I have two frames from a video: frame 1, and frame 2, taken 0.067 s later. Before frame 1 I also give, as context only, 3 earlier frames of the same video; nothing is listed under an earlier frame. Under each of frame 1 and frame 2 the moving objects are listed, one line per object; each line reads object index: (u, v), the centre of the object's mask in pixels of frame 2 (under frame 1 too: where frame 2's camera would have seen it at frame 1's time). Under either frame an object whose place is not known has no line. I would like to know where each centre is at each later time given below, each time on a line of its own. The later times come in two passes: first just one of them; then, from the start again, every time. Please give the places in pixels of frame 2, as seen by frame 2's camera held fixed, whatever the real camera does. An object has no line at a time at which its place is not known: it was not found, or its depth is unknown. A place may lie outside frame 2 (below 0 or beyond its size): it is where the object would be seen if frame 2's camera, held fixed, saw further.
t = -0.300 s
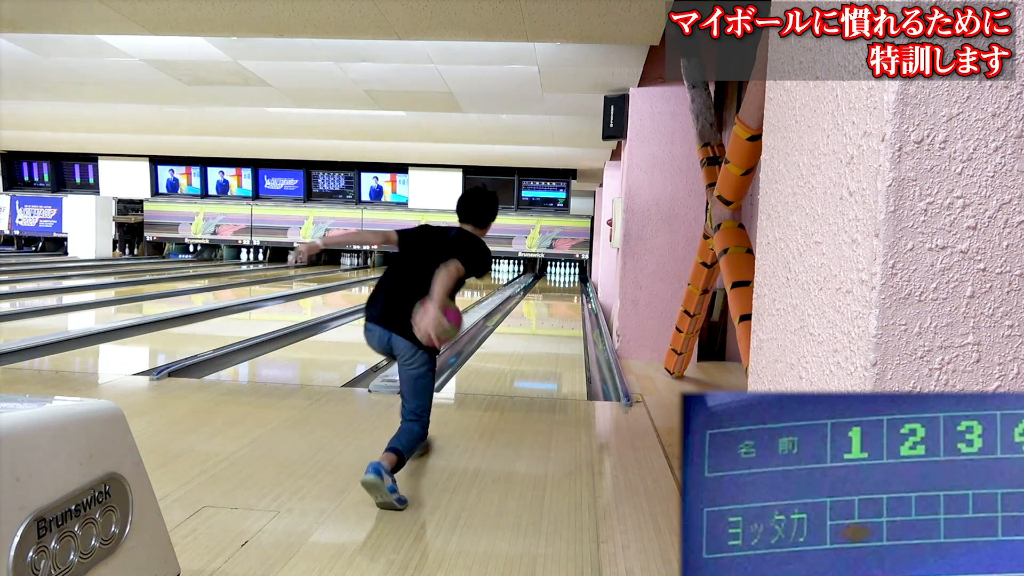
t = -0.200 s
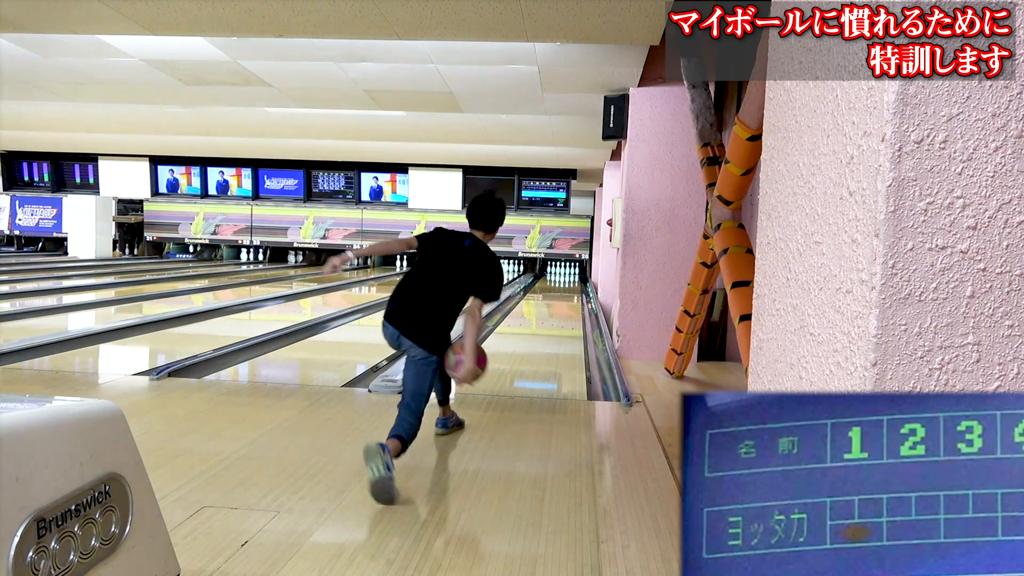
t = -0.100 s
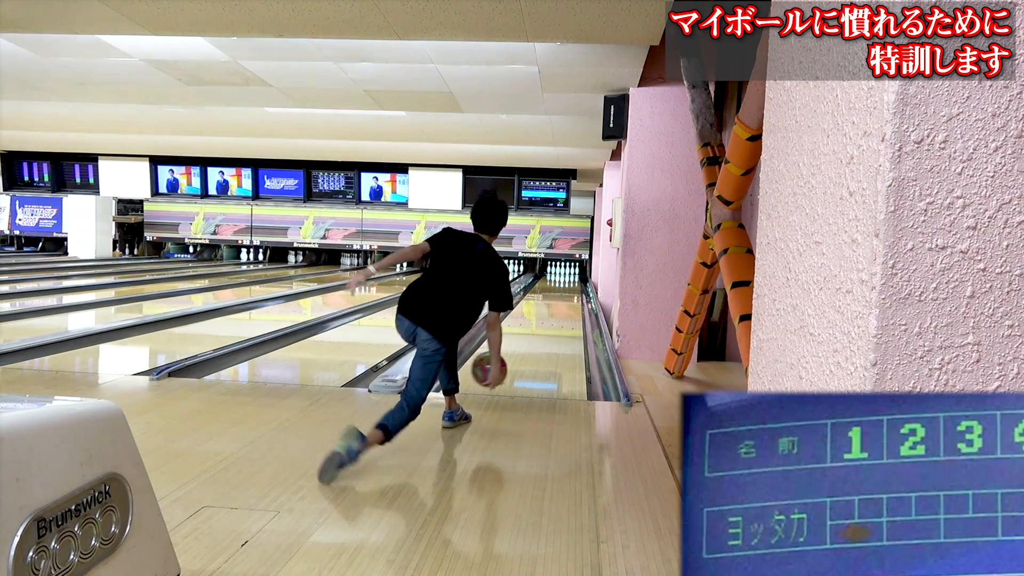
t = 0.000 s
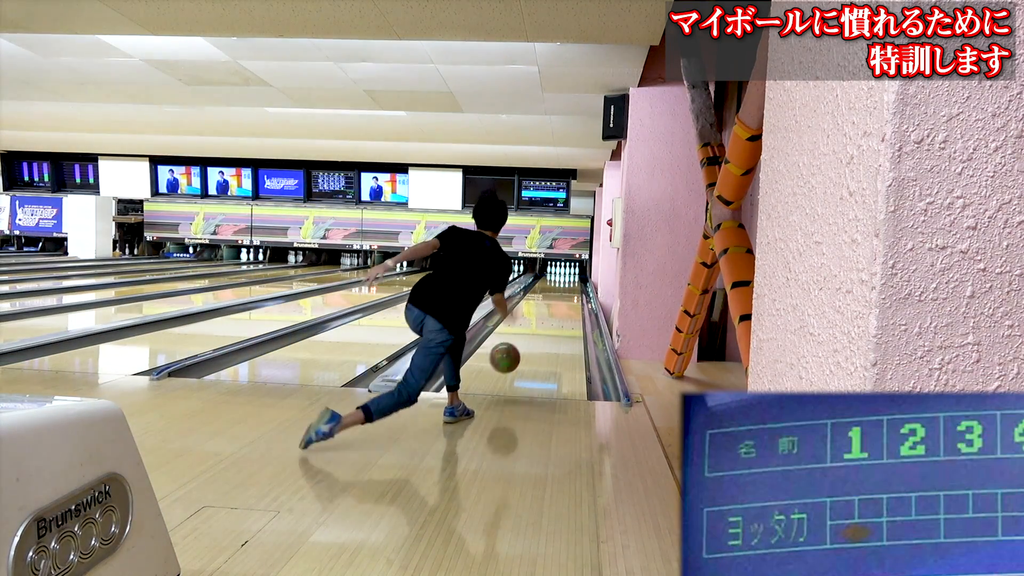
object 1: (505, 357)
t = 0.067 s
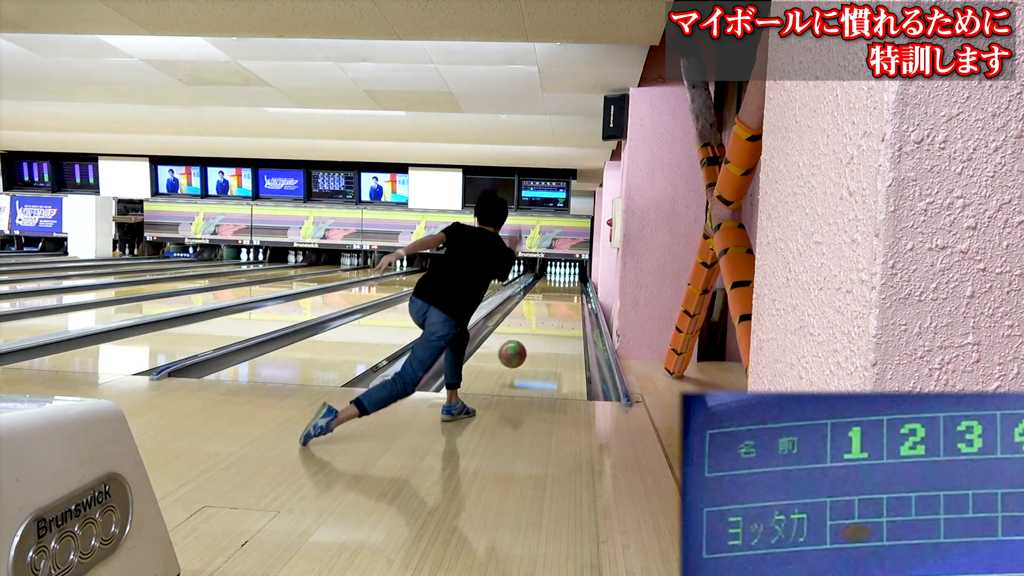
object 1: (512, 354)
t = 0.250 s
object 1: (527, 345)
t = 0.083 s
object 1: (514, 354)
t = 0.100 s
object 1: (515, 354)
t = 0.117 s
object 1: (517, 355)
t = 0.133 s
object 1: (518, 356)
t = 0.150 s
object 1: (520, 358)
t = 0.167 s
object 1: (521, 357)
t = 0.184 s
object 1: (523, 353)
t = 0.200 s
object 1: (524, 351)
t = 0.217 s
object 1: (525, 348)
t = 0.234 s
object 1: (526, 346)
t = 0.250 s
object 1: (527, 345)
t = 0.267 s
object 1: (528, 344)
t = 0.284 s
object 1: (529, 343)
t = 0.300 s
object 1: (531, 341)
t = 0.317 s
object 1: (531, 340)
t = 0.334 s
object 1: (532, 338)
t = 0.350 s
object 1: (534, 337)
